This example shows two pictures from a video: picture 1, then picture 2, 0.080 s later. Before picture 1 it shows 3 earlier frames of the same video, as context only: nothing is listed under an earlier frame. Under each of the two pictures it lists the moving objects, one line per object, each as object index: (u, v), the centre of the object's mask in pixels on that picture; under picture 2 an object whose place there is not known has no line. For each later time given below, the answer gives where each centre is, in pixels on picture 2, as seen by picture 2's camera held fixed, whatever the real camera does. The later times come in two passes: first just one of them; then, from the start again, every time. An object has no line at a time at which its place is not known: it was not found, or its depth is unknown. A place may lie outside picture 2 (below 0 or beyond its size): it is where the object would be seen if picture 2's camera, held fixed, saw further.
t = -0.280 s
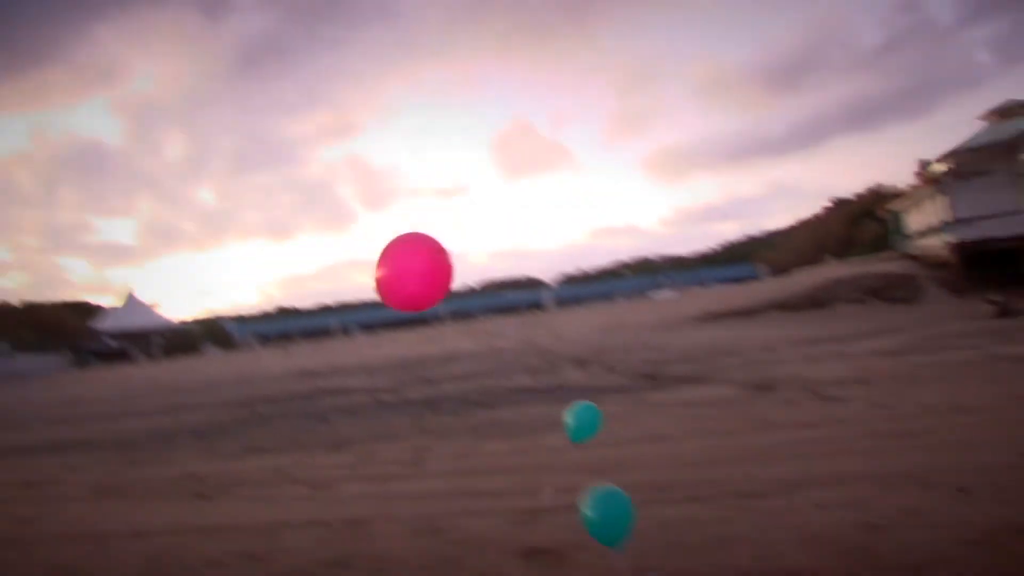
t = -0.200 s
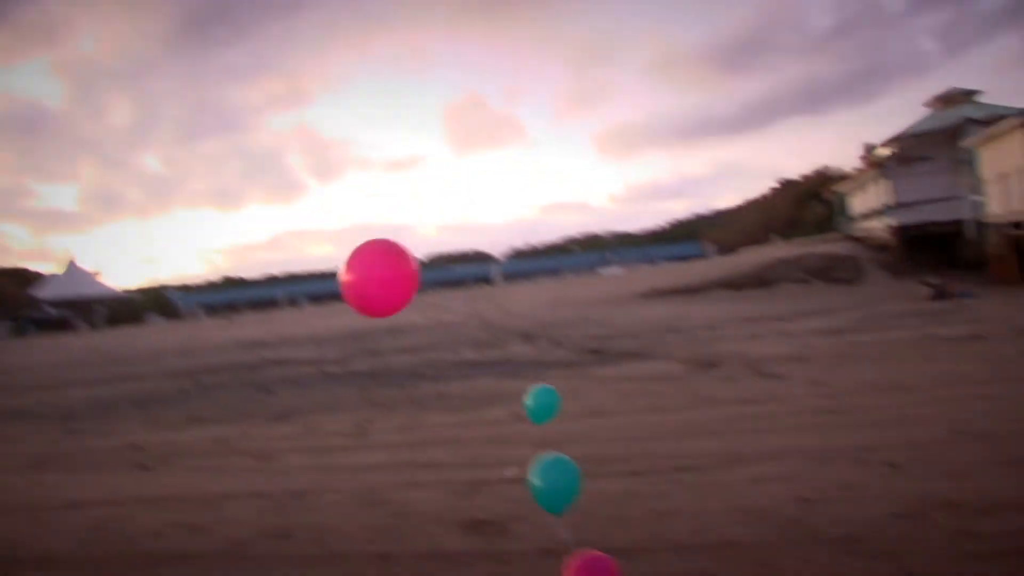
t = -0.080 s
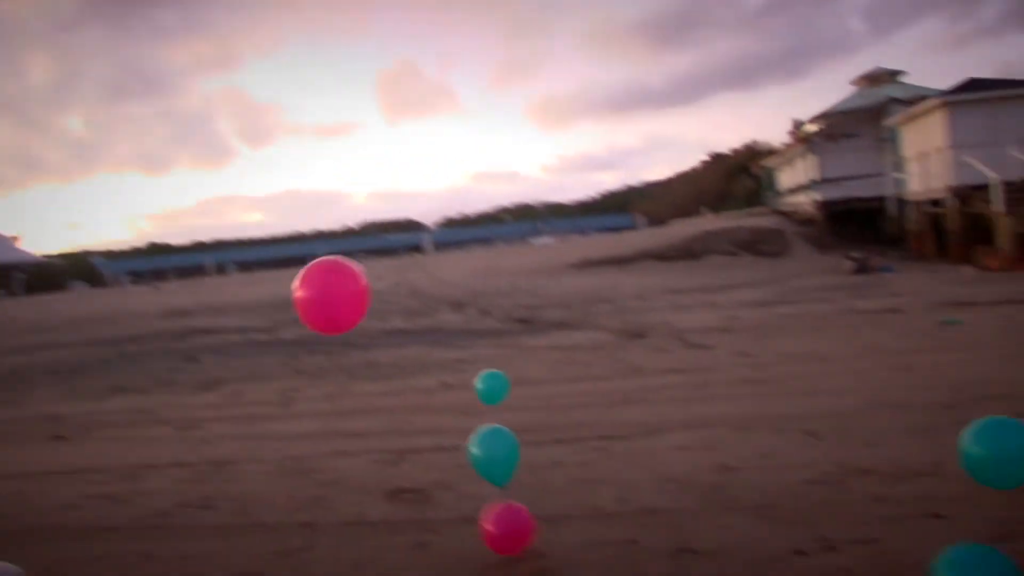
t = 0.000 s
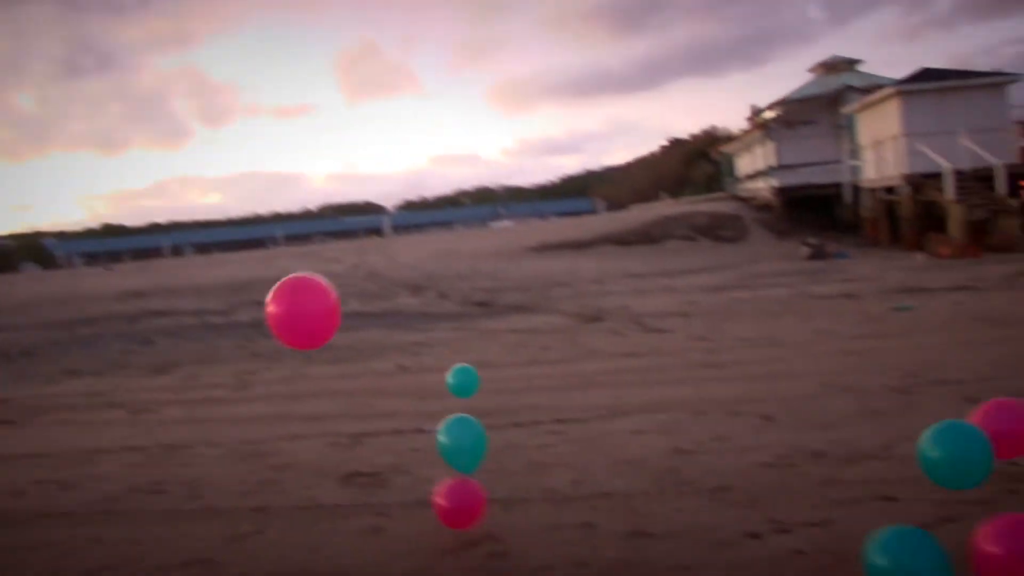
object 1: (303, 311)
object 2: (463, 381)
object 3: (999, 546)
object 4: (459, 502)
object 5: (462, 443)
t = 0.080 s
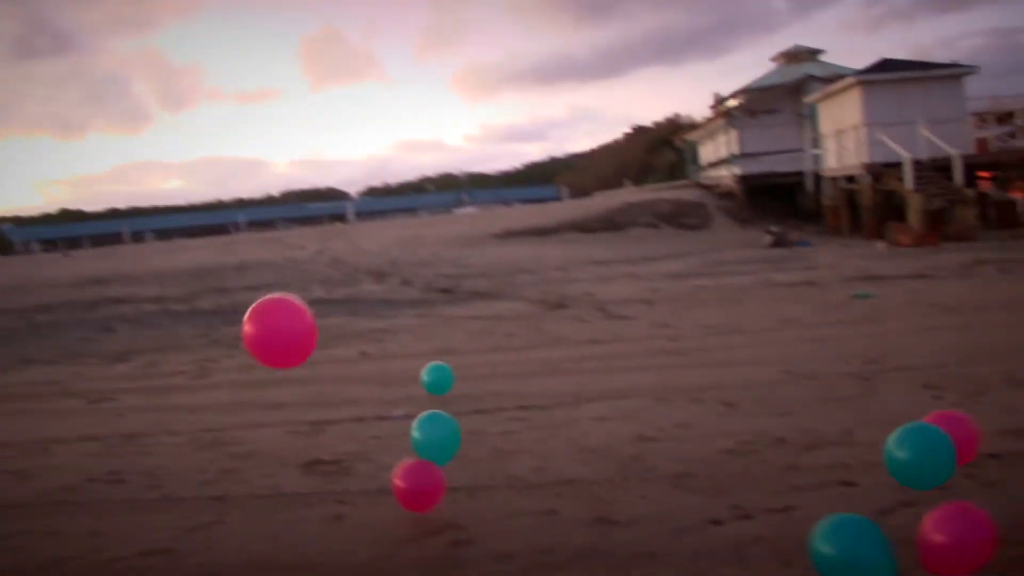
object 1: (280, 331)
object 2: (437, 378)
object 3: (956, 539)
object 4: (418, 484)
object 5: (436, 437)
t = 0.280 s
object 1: (326, 409)
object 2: (459, 368)
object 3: (962, 530)
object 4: (402, 477)
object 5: (463, 454)
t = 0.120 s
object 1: (290, 348)
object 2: (443, 383)
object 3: (957, 545)
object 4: (416, 485)
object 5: (442, 440)
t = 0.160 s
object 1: (300, 364)
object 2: (448, 389)
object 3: (957, 553)
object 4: (414, 486)
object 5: (448, 443)
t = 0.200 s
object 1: (308, 379)
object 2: (451, 384)
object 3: (958, 551)
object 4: (409, 482)
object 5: (453, 446)
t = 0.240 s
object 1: (317, 395)
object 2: (454, 376)
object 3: (961, 539)
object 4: (405, 480)
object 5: (458, 450)
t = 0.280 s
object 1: (326, 409)
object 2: (459, 368)
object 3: (962, 530)
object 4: (402, 477)
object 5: (463, 454)
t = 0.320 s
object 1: (334, 423)
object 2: (463, 362)
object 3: (962, 524)
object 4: (399, 475)
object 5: (468, 459)
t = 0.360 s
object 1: (342, 438)
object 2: (468, 355)
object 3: (959, 516)
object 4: (397, 474)
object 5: (473, 464)
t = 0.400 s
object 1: (349, 451)
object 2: (472, 349)
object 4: (399, 475)
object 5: (477, 462)
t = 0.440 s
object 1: (356, 465)
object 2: (476, 344)
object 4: (401, 473)
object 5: (479, 455)
